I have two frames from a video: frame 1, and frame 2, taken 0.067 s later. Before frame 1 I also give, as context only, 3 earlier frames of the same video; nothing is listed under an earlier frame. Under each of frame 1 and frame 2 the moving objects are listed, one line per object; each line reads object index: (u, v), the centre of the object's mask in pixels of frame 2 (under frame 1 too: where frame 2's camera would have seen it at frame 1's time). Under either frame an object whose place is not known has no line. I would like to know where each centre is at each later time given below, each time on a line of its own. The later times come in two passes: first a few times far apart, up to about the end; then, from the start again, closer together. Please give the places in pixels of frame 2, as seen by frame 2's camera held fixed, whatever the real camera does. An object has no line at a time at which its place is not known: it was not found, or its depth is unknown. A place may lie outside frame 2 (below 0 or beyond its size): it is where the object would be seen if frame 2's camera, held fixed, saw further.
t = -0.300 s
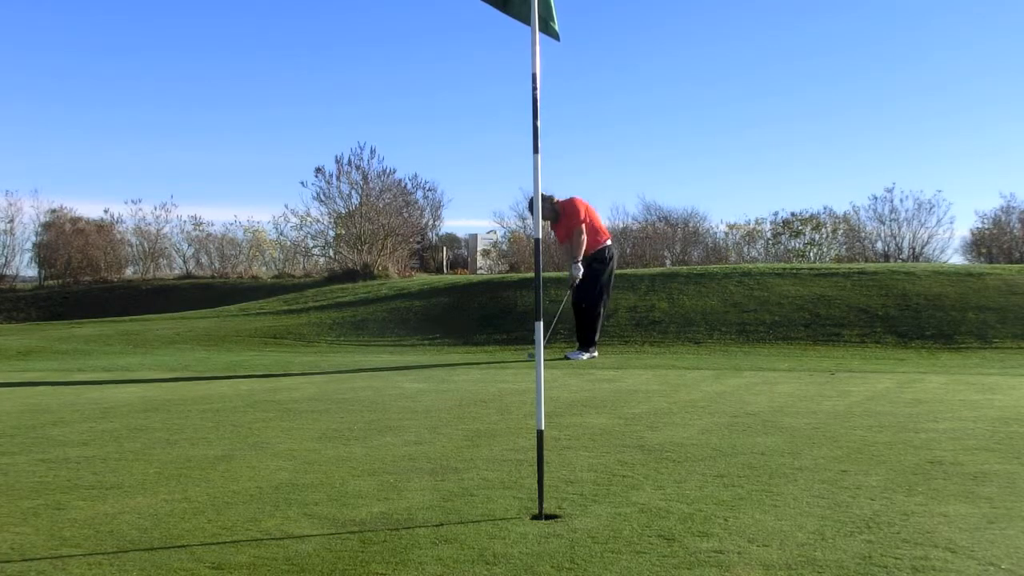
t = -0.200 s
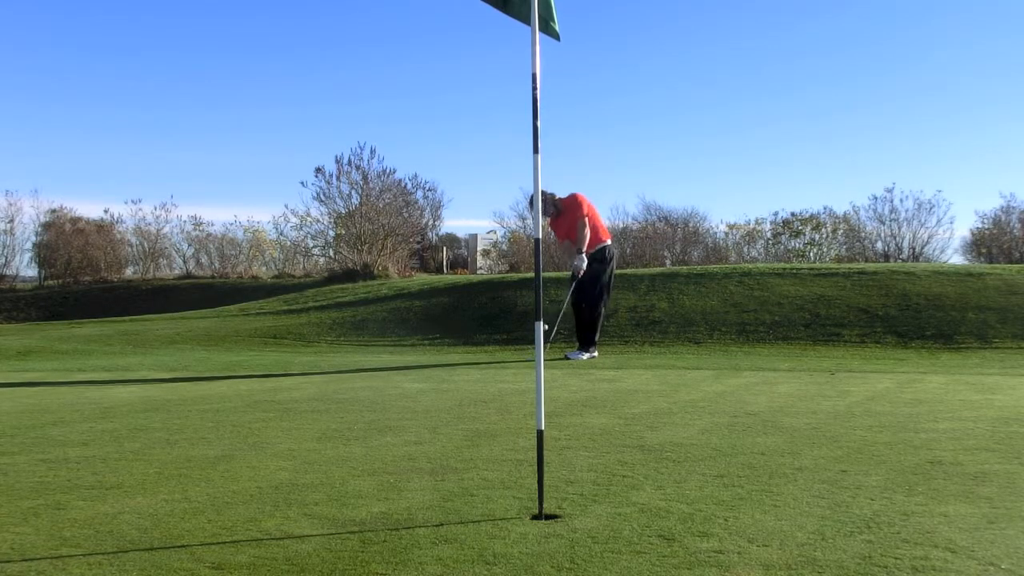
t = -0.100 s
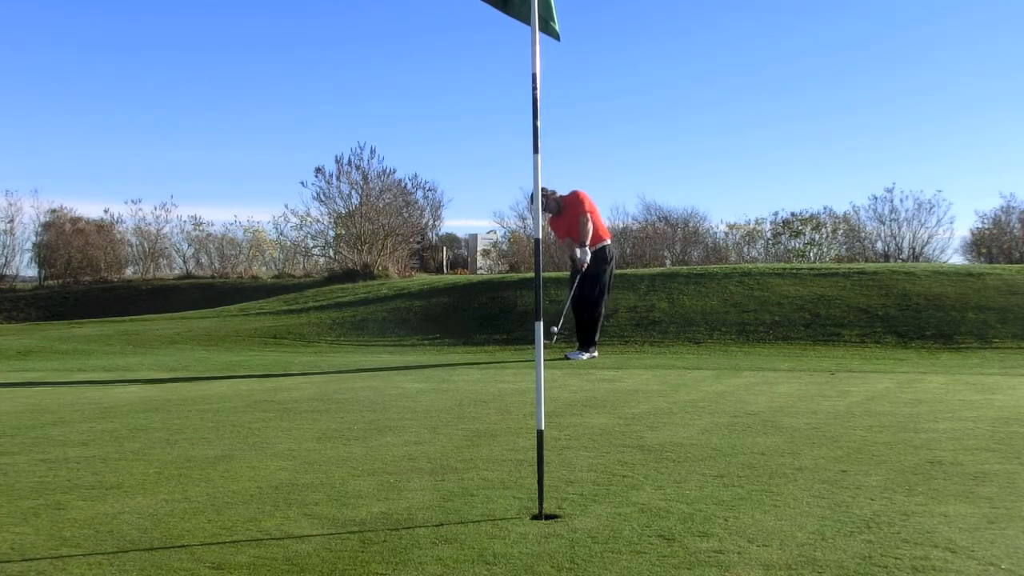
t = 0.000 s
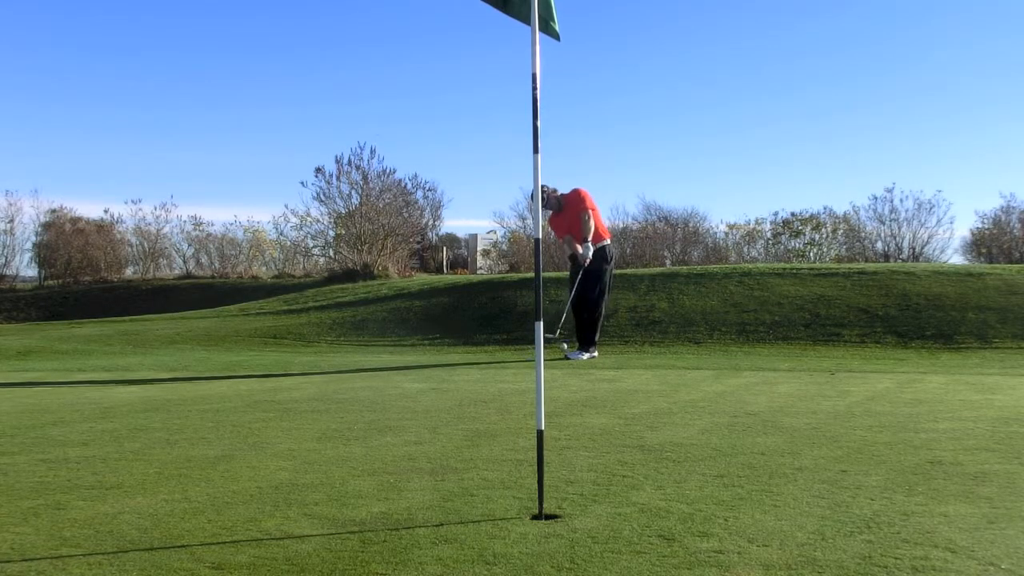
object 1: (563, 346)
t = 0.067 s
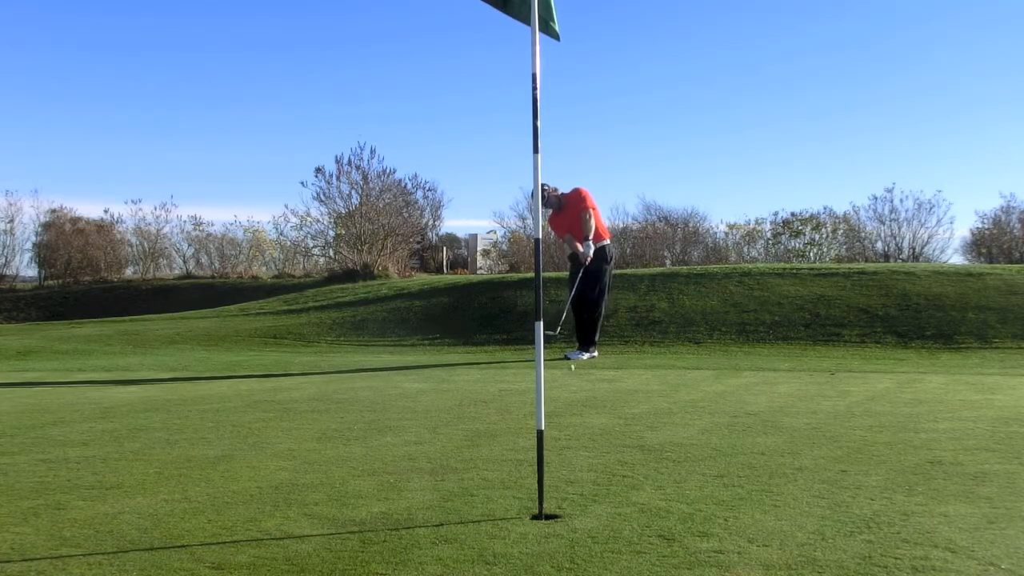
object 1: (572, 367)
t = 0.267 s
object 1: (593, 393)
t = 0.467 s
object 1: (605, 420)
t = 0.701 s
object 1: (605, 443)
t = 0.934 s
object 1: (590, 470)
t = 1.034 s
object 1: (579, 480)
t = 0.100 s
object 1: (574, 380)
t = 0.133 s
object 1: (577, 385)
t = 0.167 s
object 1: (579, 380)
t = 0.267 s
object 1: (593, 393)
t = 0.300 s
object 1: (596, 402)
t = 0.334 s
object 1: (599, 401)
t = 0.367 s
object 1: (600, 409)
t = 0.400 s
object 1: (601, 411)
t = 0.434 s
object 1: (602, 417)
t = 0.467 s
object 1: (605, 420)
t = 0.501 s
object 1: (605, 423)
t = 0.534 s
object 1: (606, 426)
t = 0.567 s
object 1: (606, 430)
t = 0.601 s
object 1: (606, 433)
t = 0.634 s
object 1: (606, 437)
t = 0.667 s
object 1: (606, 440)
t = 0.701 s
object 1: (605, 443)
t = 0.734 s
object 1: (604, 447)
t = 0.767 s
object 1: (603, 450)
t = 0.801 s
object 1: (600, 454)
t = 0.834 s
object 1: (598, 458)
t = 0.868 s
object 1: (596, 462)
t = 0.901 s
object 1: (594, 467)
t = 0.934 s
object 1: (590, 470)
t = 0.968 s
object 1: (587, 472)
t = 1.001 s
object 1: (583, 477)
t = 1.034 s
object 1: (579, 480)
